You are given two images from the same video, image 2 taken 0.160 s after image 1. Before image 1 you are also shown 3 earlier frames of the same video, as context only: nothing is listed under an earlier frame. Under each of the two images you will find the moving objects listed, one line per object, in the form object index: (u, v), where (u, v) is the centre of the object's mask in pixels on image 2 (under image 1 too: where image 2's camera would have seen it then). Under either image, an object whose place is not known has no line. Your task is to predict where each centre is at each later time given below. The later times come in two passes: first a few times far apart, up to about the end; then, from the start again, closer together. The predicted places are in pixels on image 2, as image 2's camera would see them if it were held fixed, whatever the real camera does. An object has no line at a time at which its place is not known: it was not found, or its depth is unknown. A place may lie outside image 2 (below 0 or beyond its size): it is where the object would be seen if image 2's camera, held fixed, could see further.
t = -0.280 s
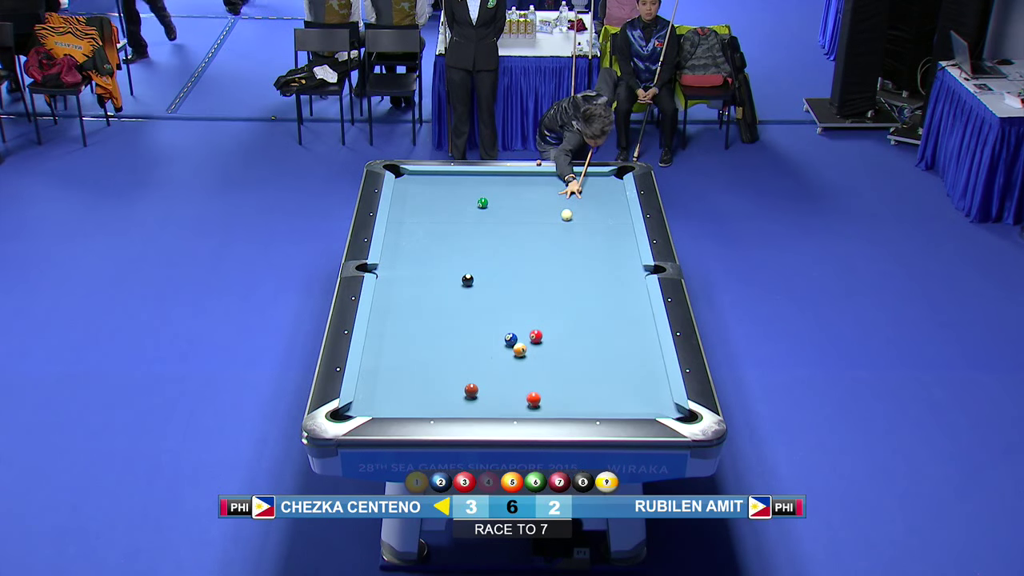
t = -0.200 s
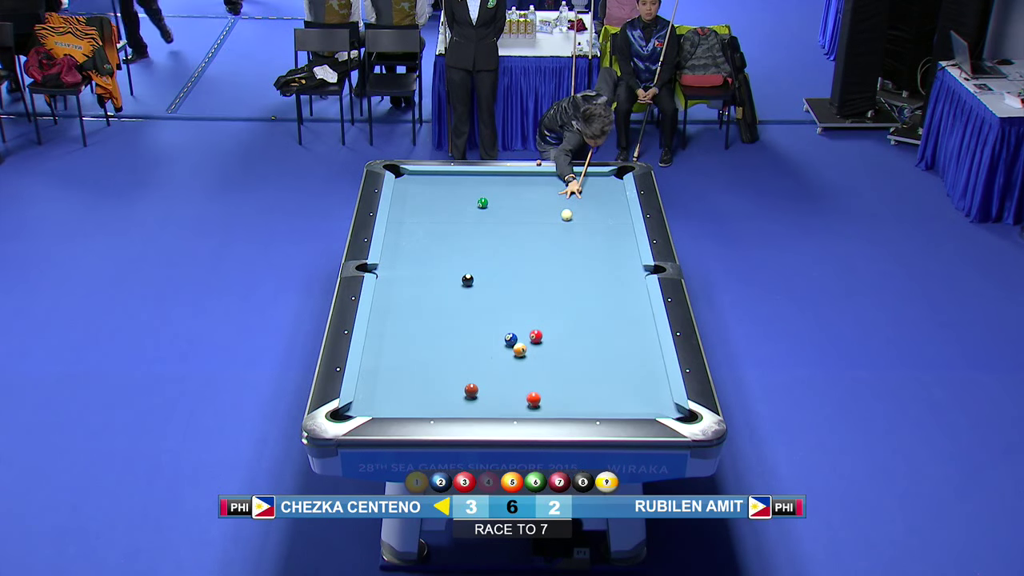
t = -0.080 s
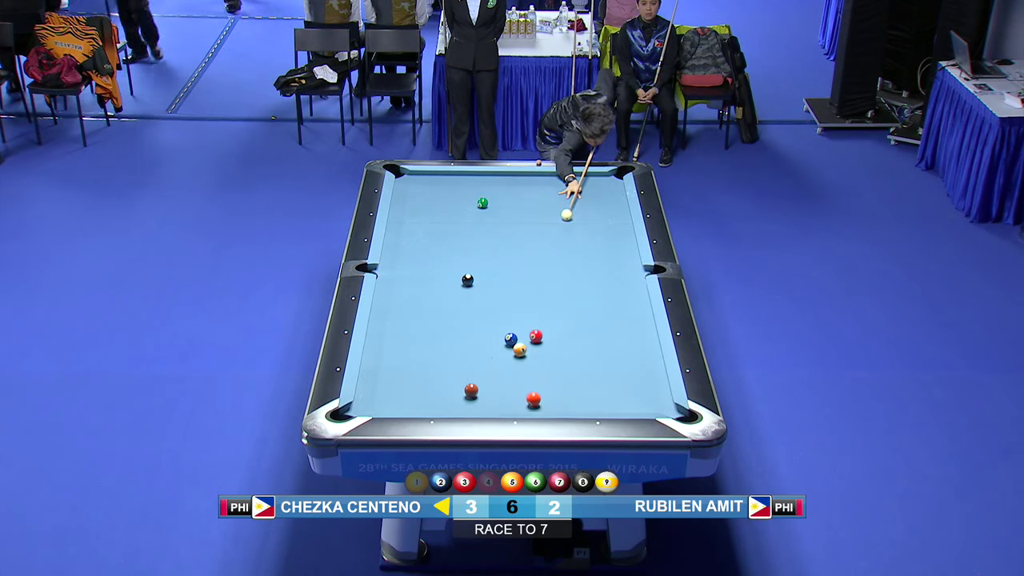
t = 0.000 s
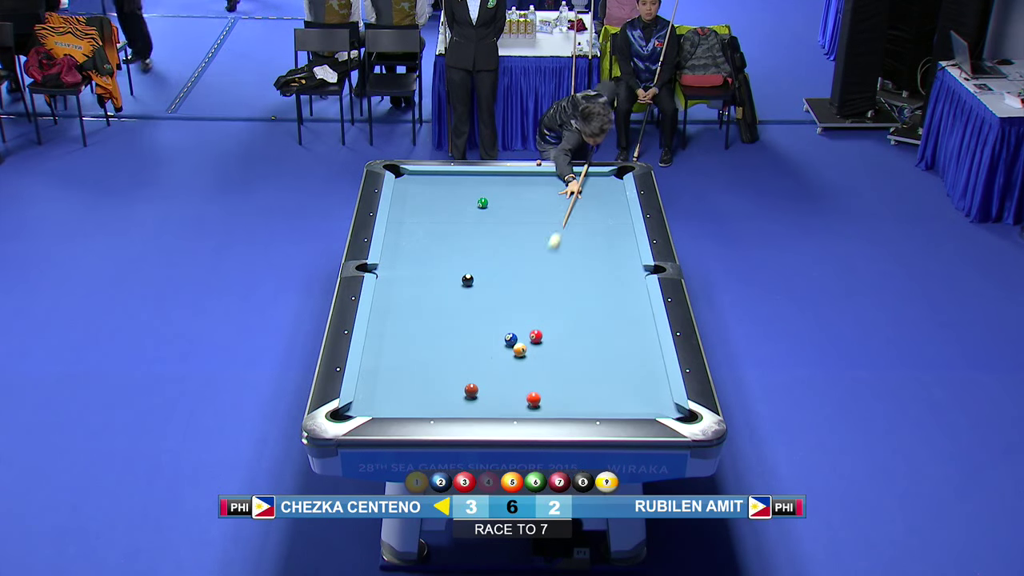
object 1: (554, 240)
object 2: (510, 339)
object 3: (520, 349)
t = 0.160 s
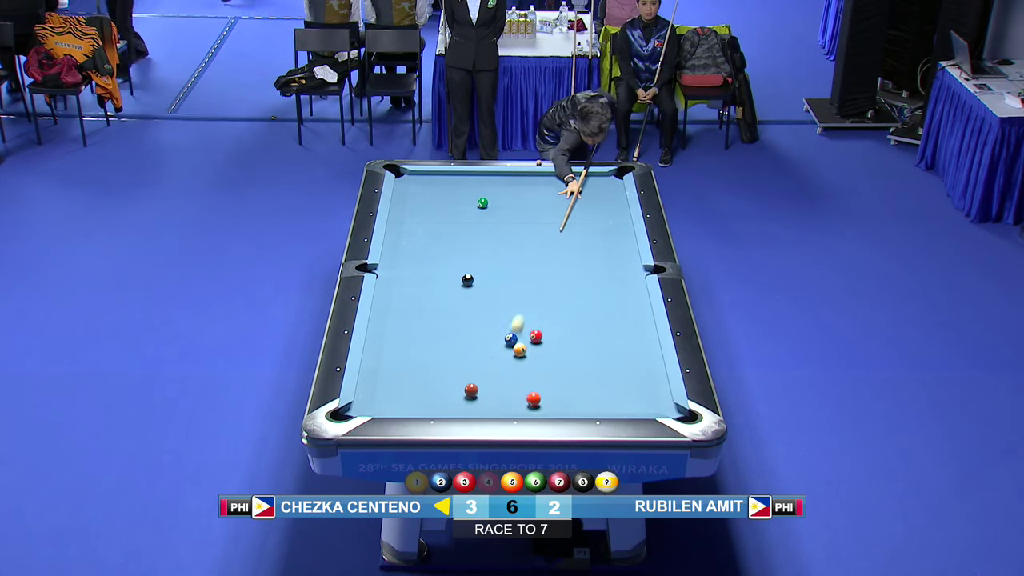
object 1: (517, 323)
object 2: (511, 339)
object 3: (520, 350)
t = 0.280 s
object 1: (510, 335)
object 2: (452, 389)
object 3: (547, 358)
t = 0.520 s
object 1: (504, 339)
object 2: (399, 403)
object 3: (607, 376)
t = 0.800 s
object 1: (509, 307)
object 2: (471, 378)
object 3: (660, 395)
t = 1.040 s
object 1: (513, 282)
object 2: (518, 361)
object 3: (632, 406)
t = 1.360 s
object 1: (518, 251)
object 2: (576, 340)
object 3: (601, 404)
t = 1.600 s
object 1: (521, 231)
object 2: (616, 326)
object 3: (579, 398)
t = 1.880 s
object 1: (524, 209)
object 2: (636, 309)
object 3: (556, 392)
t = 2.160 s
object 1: (528, 190)
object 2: (609, 293)
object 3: (534, 386)
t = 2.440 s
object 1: (531, 175)
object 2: (585, 278)
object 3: (514, 382)
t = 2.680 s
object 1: (534, 184)
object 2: (566, 266)
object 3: (499, 378)
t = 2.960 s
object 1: (537, 193)
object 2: (545, 253)
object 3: (482, 374)
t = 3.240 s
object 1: (540, 202)
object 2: (526, 241)
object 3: (467, 371)
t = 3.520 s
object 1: (543, 211)
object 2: (509, 230)
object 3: (453, 367)
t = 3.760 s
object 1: (545, 218)
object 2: (495, 221)
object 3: (442, 365)
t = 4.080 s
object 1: (549, 228)
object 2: (478, 210)
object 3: (429, 362)
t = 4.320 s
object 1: (551, 235)
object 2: (466, 203)
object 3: (421, 360)
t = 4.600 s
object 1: (554, 242)
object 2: (454, 194)
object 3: (412, 358)
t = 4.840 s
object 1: (557, 249)
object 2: (443, 188)
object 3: (406, 357)
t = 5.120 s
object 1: (560, 255)
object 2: (433, 181)
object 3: (400, 356)
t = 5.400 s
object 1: (563, 262)
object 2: (423, 175)
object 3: (395, 355)
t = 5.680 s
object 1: (565, 268)
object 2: (413, 176)
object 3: (391, 354)
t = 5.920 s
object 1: (568, 273)
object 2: (407, 179)
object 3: (389, 354)
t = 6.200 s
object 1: (570, 278)
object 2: (399, 181)
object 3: (388, 354)
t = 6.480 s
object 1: (573, 282)
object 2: (401, 183)
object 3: (387, 354)
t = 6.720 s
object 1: (574, 286)
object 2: (404, 185)
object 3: (387, 354)
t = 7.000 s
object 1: (576, 289)
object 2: (406, 186)
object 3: (387, 354)
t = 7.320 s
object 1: (577, 292)
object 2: (408, 187)
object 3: (387, 354)
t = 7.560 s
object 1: (578, 294)
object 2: (409, 187)
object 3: (387, 354)
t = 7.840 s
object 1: (578, 296)
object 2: (410, 188)
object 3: (387, 354)
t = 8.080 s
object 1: (578, 297)
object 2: (410, 188)
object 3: (387, 354)
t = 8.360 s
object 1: (578, 297)
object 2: (410, 188)
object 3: (387, 354)
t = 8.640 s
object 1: (578, 297)
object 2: (410, 188)
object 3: (387, 354)
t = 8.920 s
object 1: (578, 297)
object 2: (410, 188)
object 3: (387, 354)
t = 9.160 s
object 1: (578, 297)
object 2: (410, 188)
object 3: (387, 354)
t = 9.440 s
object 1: (578, 297)
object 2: (410, 188)
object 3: (387, 354)
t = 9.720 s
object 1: (578, 297)
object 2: (410, 188)
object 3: (387, 354)
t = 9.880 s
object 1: (578, 297)
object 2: (410, 188)
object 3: (387, 354)
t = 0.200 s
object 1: (512, 333)
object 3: (524, 351)
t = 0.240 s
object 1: (511, 334)
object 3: (535, 354)
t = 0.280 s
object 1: (510, 335)
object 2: (452, 389)
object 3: (547, 358)
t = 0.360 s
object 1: (508, 336)
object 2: (390, 400)
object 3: (569, 364)
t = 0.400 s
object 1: (507, 337)
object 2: (362, 404)
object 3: (579, 367)
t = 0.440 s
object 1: (506, 338)
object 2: (371, 406)
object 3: (589, 370)
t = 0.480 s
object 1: (506, 338)
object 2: (387, 405)
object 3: (597, 373)
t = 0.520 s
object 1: (504, 339)
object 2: (399, 403)
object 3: (607, 376)
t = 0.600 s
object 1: (504, 336)
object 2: (423, 395)
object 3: (625, 381)
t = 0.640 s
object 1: (505, 331)
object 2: (434, 391)
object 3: (634, 384)
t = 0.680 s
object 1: (506, 324)
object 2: (445, 387)
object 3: (644, 386)
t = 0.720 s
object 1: (507, 318)
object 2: (454, 384)
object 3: (653, 390)
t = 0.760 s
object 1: (508, 312)
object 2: (463, 381)
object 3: (663, 393)
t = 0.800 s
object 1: (509, 307)
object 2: (471, 378)
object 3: (660, 395)
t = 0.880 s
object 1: (511, 298)
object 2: (487, 372)
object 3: (649, 398)
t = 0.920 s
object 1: (511, 294)
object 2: (495, 369)
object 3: (644, 401)
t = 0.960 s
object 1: (512, 290)
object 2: (503, 366)
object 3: (640, 403)
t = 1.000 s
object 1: (513, 286)
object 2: (511, 363)
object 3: (636, 404)
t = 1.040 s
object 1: (513, 282)
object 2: (518, 361)
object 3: (632, 406)
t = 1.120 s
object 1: (514, 274)
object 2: (534, 356)
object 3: (624, 408)
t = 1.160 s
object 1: (515, 270)
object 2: (541, 353)
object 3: (620, 407)
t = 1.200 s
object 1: (516, 266)
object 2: (548, 350)
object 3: (616, 406)
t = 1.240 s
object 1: (516, 262)
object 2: (555, 348)
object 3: (612, 406)
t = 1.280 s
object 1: (517, 259)
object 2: (562, 345)
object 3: (608, 405)
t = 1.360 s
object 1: (518, 251)
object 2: (576, 340)
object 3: (601, 404)
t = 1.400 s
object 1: (518, 248)
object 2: (583, 338)
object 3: (597, 403)
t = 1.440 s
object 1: (519, 245)
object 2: (590, 335)
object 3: (594, 402)
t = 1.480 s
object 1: (519, 241)
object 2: (597, 333)
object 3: (590, 401)
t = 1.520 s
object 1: (520, 238)
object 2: (604, 330)
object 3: (586, 400)
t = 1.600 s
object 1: (521, 231)
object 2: (616, 326)
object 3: (579, 398)
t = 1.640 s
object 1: (521, 228)
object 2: (623, 323)
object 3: (576, 397)
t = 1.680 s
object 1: (522, 225)
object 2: (629, 321)
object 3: (572, 397)
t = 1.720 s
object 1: (523, 222)
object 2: (636, 319)
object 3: (569, 396)
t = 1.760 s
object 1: (523, 218)
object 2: (642, 316)
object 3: (566, 395)
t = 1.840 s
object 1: (524, 212)
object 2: (641, 312)
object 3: (559, 393)
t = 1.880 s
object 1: (524, 209)
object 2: (636, 309)
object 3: (556, 392)
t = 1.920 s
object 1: (525, 206)
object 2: (631, 307)
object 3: (553, 391)
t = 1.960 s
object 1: (525, 204)
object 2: (628, 304)
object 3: (550, 390)
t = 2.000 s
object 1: (526, 201)
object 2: (624, 302)
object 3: (546, 390)
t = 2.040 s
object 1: (526, 198)
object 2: (620, 300)
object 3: (544, 389)
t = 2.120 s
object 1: (527, 193)
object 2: (613, 295)
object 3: (538, 387)
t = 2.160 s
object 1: (528, 190)
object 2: (609, 293)
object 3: (534, 386)
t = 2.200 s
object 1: (528, 187)
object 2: (606, 291)
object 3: (531, 385)
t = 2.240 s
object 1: (529, 185)
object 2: (602, 289)
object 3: (528, 385)
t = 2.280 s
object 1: (529, 182)
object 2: (598, 287)
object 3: (526, 384)
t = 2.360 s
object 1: (530, 177)
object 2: (592, 282)
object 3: (520, 383)
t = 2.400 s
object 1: (530, 175)
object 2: (588, 280)
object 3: (517, 382)
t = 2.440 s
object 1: (531, 175)
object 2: (585, 278)
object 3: (514, 382)
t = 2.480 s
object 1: (531, 177)
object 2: (582, 276)
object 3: (512, 381)
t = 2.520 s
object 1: (532, 179)
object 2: (578, 274)
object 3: (509, 380)
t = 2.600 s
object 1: (533, 181)
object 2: (572, 270)
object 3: (504, 379)
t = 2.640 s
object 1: (533, 183)
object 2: (569, 268)
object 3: (501, 378)
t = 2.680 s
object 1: (534, 184)
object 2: (566, 266)
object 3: (499, 378)
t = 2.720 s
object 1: (534, 185)
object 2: (563, 264)
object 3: (496, 377)
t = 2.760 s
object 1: (535, 187)
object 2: (559, 262)
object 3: (494, 377)
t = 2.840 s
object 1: (535, 189)
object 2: (554, 259)
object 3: (489, 375)
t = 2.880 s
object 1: (536, 191)
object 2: (551, 257)
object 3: (487, 375)
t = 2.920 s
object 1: (536, 192)
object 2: (548, 255)
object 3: (484, 375)
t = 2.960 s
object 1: (537, 193)
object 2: (545, 253)
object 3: (482, 374)
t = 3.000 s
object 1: (537, 194)
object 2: (542, 252)
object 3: (479, 373)
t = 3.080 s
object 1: (538, 197)
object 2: (537, 248)
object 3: (475, 373)
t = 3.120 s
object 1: (539, 198)
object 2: (534, 246)
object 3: (473, 372)
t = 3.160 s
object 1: (539, 200)
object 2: (531, 245)
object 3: (471, 372)
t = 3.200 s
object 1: (540, 201)
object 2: (529, 243)
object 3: (469, 371)
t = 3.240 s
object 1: (540, 202)
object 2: (526, 241)
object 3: (467, 371)
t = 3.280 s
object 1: (540, 203)
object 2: (524, 240)
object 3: (465, 370)
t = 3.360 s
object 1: (541, 206)
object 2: (519, 237)
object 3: (460, 369)
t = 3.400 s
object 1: (542, 207)
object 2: (516, 235)
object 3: (458, 368)
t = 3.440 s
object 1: (542, 208)
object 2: (514, 234)
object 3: (456, 368)
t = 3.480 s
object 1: (543, 209)
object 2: (511, 232)
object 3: (455, 367)
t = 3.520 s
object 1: (543, 211)
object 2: (509, 230)
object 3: (453, 367)
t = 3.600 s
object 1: (544, 213)
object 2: (504, 227)
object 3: (449, 366)
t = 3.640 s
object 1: (544, 215)
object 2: (502, 226)
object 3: (447, 366)
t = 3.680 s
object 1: (544, 216)
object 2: (499, 224)
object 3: (445, 366)
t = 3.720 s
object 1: (545, 217)
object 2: (497, 223)
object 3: (444, 365)
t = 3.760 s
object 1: (545, 218)
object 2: (495, 221)
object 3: (442, 365)
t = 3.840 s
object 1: (546, 221)
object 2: (491, 218)
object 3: (439, 364)
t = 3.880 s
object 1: (547, 222)
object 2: (489, 217)
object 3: (437, 364)
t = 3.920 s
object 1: (547, 223)
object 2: (486, 216)
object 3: (435, 363)
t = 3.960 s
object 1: (547, 224)
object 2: (484, 215)
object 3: (434, 363)
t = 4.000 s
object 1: (548, 225)
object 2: (482, 213)
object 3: (432, 363)
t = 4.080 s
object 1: (549, 228)
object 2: (478, 210)
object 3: (429, 362)
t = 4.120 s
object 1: (549, 229)
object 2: (476, 209)
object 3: (427, 362)
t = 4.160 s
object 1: (549, 230)
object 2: (474, 208)
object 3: (426, 362)
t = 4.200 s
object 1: (550, 231)
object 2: (472, 207)
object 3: (425, 361)
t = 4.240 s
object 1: (550, 232)
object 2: (470, 205)
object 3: (423, 361)
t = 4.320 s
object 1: (551, 235)
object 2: (466, 203)
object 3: (421, 360)
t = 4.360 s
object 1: (552, 236)
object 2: (464, 202)
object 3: (419, 360)
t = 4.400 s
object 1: (552, 237)
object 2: (463, 200)
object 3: (418, 360)
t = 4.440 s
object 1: (553, 238)
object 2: (461, 199)
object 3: (417, 359)
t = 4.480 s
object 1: (553, 239)
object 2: (459, 198)
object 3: (416, 359)
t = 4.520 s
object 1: (553, 240)
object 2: (457, 197)
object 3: (415, 359)
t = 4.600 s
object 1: (554, 242)
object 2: (454, 194)
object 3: (412, 358)
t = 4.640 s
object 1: (555, 243)
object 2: (452, 194)
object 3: (411, 358)
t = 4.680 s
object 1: (555, 244)
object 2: (450, 192)
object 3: (410, 358)
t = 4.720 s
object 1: (556, 245)
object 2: (448, 191)
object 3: (409, 358)
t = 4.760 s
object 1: (556, 246)
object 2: (447, 190)
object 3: (408, 358)
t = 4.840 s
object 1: (557, 249)
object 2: (443, 188)
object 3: (406, 357)
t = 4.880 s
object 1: (557, 250)
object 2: (442, 187)
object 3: (405, 357)
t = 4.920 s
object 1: (558, 251)
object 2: (440, 186)
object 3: (404, 357)
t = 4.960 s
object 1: (558, 251)
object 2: (439, 185)
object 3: (403, 357)
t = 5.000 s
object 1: (559, 252)
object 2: (437, 184)
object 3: (402, 356)
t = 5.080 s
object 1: (559, 254)
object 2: (434, 182)
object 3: (401, 356)
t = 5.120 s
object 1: (560, 255)
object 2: (433, 181)
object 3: (400, 356)
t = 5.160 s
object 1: (560, 256)
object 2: (431, 180)
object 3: (399, 356)
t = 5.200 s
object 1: (561, 257)
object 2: (430, 179)
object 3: (398, 355)
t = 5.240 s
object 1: (561, 258)
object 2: (428, 178)
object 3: (397, 355)
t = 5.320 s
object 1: (562, 260)
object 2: (425, 176)
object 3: (396, 355)
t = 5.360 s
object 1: (562, 261)
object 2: (424, 175)
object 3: (396, 355)
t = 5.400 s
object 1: (563, 262)
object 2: (423, 175)
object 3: (395, 355)
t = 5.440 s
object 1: (563, 263)
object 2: (421, 174)
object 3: (394, 355)
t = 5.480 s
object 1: (564, 264)
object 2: (420, 175)
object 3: (394, 355)
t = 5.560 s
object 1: (564, 265)
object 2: (417, 175)
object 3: (393, 354)
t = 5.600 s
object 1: (565, 266)
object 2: (416, 175)
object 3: (392, 354)
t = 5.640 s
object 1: (565, 267)
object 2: (415, 176)
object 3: (392, 354)
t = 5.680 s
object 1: (565, 268)
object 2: (413, 176)
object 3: (391, 354)
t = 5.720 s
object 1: (566, 269)
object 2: (412, 177)
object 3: (391, 354)
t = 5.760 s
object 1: (566, 270)
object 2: (411, 177)
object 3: (390, 354)
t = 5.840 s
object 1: (567, 271)
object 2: (409, 178)
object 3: (390, 354)
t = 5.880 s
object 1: (567, 272)
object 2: (408, 178)
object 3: (389, 354)
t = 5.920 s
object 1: (568, 273)
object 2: (407, 179)
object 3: (389, 354)
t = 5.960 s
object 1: (568, 273)
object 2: (405, 179)
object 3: (389, 354)
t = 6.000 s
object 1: (569, 274)
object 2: (404, 179)
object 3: (388, 354)
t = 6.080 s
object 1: (569, 276)
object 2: (402, 180)
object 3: (388, 354)
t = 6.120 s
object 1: (569, 276)
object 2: (401, 180)
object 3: (388, 354)
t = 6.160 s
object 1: (570, 277)
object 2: (400, 181)
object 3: (388, 354)
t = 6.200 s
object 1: (570, 278)
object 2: (399, 181)
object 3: (388, 354)
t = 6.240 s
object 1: (570, 278)
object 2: (399, 181)
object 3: (387, 354)
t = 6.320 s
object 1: (571, 280)
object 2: (400, 182)
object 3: (387, 354)
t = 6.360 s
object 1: (571, 280)
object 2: (400, 182)
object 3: (387, 354)
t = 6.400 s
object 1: (572, 281)
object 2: (401, 182)
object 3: (387, 354)
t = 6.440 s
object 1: (572, 282)
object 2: (401, 183)
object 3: (387, 354)
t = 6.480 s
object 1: (573, 282)
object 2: (401, 183)
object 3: (387, 354)
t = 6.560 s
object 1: (573, 284)
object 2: (402, 184)
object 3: (387, 354)
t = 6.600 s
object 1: (573, 284)
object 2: (402, 184)
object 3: (387, 354)
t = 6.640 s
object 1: (574, 285)
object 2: (403, 184)
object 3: (387, 354)
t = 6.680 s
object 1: (574, 285)
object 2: (403, 184)
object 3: (387, 354)
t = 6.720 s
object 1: (574, 286)
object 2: (404, 185)
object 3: (387, 354)
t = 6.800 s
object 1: (575, 287)
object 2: (405, 185)
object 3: (387, 354)
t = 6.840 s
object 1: (575, 287)
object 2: (405, 185)
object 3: (387, 354)
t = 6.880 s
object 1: (575, 288)
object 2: (405, 185)
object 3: (387, 354)
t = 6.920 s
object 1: (576, 288)
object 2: (406, 186)
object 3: (387, 354)
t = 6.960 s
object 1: (576, 288)
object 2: (406, 186)
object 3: (387, 354)
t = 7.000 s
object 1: (576, 289)
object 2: (406, 186)
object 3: (387, 354)
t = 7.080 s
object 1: (577, 290)
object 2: (407, 186)
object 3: (387, 354)
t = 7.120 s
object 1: (577, 290)
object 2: (407, 186)
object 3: (387, 354)
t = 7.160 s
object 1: (577, 291)
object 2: (407, 186)
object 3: (387, 354)
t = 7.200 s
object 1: (577, 291)
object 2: (407, 186)
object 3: (387, 354)
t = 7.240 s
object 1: (577, 292)
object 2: (408, 187)
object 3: (387, 354)
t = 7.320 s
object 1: (577, 292)
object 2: (408, 187)
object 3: (387, 354)
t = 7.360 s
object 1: (577, 293)
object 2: (408, 187)
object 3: (387, 354)
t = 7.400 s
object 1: (578, 293)
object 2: (409, 187)
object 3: (387, 354)
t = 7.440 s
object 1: (578, 293)
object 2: (409, 187)
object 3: (387, 354)
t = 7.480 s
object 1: (578, 294)
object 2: (409, 187)
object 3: (387, 354)
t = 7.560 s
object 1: (578, 294)
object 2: (409, 187)
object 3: (387, 354)
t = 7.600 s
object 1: (578, 295)
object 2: (409, 187)
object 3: (387, 354)
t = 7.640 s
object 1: (578, 295)
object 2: (410, 187)
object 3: (387, 354)
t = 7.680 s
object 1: (578, 295)
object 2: (410, 187)
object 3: (387, 354)
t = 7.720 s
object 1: (578, 295)
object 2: (410, 187)
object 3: (387, 354)
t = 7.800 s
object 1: (578, 296)
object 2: (410, 187)
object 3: (387, 354)
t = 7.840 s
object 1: (578, 296)
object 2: (410, 188)
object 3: (387, 354)
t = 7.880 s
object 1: (578, 296)
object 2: (410, 188)
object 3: (387, 354)
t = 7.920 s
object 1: (578, 296)
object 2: (410, 188)
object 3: (387, 354)
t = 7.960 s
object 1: (578, 296)
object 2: (410, 188)
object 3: (387, 354)
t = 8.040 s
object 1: (578, 297)
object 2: (410, 188)
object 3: (387, 354)
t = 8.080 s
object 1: (578, 297)
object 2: (410, 188)
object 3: (387, 354)
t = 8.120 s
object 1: (578, 297)
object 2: (410, 188)
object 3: (387, 354)
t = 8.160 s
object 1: (578, 297)
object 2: (410, 188)
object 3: (387, 354)
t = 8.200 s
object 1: (578, 297)
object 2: (410, 188)
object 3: (387, 354)
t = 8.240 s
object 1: (578, 297)
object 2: (410, 188)
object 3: (387, 354)
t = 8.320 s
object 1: (578, 297)
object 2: (410, 188)
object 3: (387, 354)
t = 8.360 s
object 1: (578, 297)
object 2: (410, 188)
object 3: (387, 354)
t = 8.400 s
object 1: (578, 297)
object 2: (410, 188)
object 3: (387, 354)
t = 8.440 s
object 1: (578, 297)
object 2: (410, 188)
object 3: (387, 354)
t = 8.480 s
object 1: (578, 297)
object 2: (410, 188)
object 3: (387, 354)
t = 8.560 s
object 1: (578, 297)
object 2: (410, 188)
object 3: (387, 354)
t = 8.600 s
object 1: (578, 297)
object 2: (410, 188)
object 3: (387, 354)
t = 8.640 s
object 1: (578, 297)
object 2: (410, 188)
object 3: (387, 354)
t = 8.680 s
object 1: (578, 297)
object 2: (410, 188)
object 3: (387, 354)
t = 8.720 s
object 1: (578, 297)
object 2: (410, 188)
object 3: (387, 354)
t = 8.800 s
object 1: (578, 297)
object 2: (410, 188)
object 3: (387, 354)
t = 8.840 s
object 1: (578, 297)
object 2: (410, 188)
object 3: (387, 354)
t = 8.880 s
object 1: (578, 297)
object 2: (410, 188)
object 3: (387, 354)
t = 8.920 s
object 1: (578, 297)
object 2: (410, 188)
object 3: (387, 354)
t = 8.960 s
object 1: (578, 297)
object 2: (410, 188)
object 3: (387, 354)
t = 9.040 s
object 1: (578, 297)
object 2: (410, 188)
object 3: (387, 354)
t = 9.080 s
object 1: (578, 297)
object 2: (410, 188)
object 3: (387, 354)
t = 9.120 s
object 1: (578, 297)
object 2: (410, 188)
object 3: (387, 354)
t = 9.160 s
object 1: (578, 297)
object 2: (410, 188)
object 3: (387, 354)
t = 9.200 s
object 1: (578, 297)
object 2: (410, 188)
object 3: (387, 354)
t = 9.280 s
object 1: (578, 297)
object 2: (410, 188)
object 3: (387, 354)
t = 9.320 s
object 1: (578, 297)
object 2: (410, 188)
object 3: (387, 354)
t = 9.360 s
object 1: (578, 297)
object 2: (410, 188)
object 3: (387, 354)
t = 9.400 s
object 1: (578, 297)
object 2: (410, 188)
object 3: (387, 354)
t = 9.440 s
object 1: (578, 297)
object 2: (410, 188)
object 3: (387, 354)
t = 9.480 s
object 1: (578, 297)
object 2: (410, 188)
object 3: (387, 354)
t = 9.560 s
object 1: (578, 297)
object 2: (410, 188)
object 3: (387, 354)
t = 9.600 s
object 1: (578, 297)
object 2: (410, 188)
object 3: (387, 354)
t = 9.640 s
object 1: (578, 297)
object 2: (410, 188)
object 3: (387, 354)
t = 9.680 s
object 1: (578, 297)
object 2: (410, 188)
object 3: (387, 354)
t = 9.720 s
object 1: (578, 297)
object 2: (410, 188)
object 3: (387, 354)
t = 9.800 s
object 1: (578, 297)
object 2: (410, 188)
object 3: (387, 354)
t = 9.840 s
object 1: (578, 297)
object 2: (410, 188)
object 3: (387, 354)
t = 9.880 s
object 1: (578, 297)
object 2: (410, 188)
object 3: (387, 354)
